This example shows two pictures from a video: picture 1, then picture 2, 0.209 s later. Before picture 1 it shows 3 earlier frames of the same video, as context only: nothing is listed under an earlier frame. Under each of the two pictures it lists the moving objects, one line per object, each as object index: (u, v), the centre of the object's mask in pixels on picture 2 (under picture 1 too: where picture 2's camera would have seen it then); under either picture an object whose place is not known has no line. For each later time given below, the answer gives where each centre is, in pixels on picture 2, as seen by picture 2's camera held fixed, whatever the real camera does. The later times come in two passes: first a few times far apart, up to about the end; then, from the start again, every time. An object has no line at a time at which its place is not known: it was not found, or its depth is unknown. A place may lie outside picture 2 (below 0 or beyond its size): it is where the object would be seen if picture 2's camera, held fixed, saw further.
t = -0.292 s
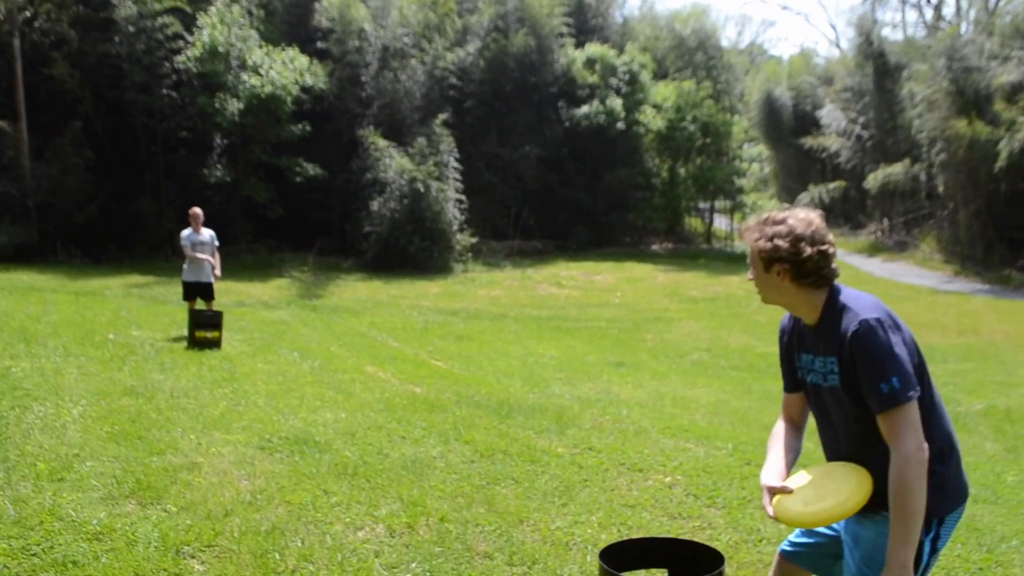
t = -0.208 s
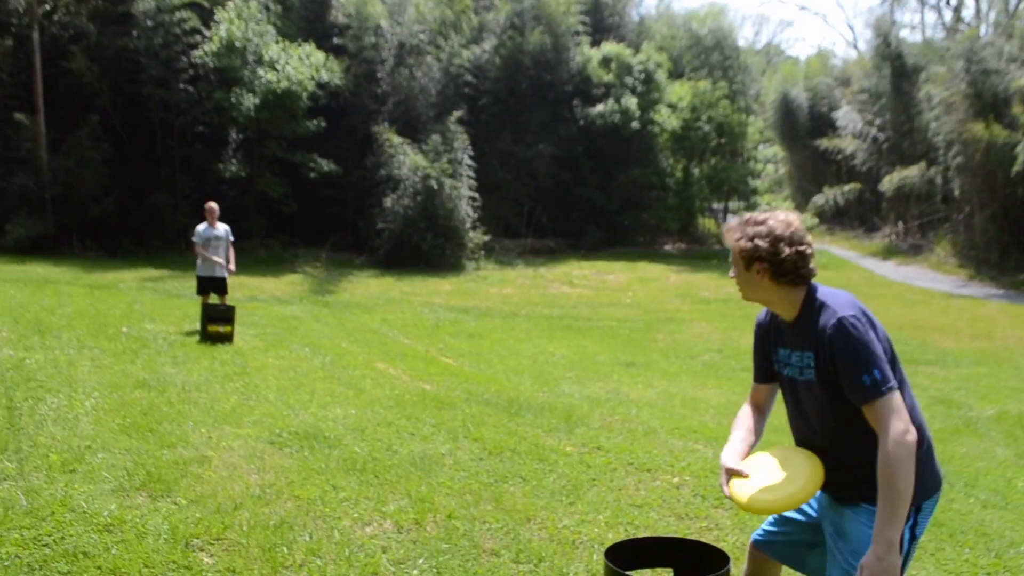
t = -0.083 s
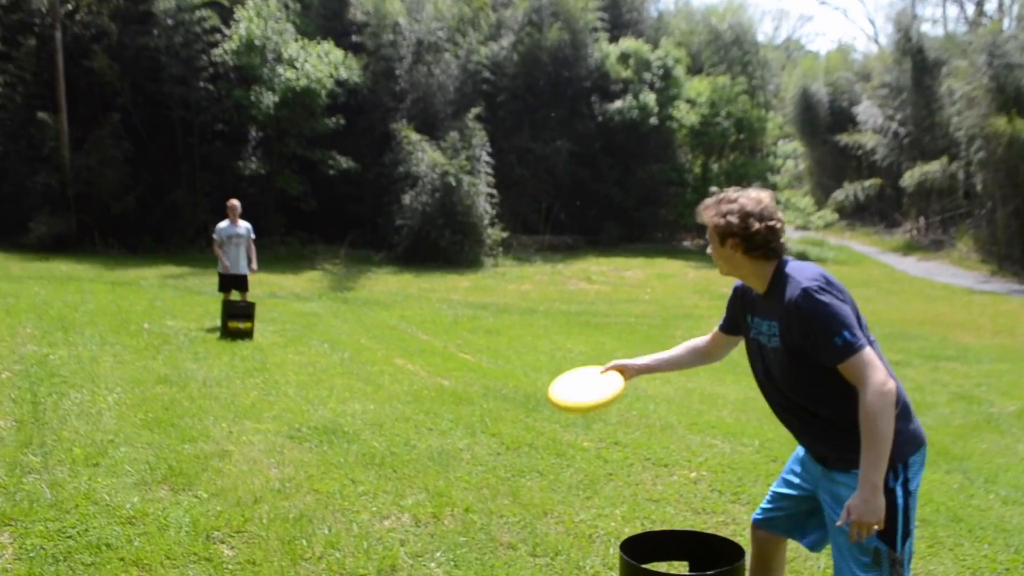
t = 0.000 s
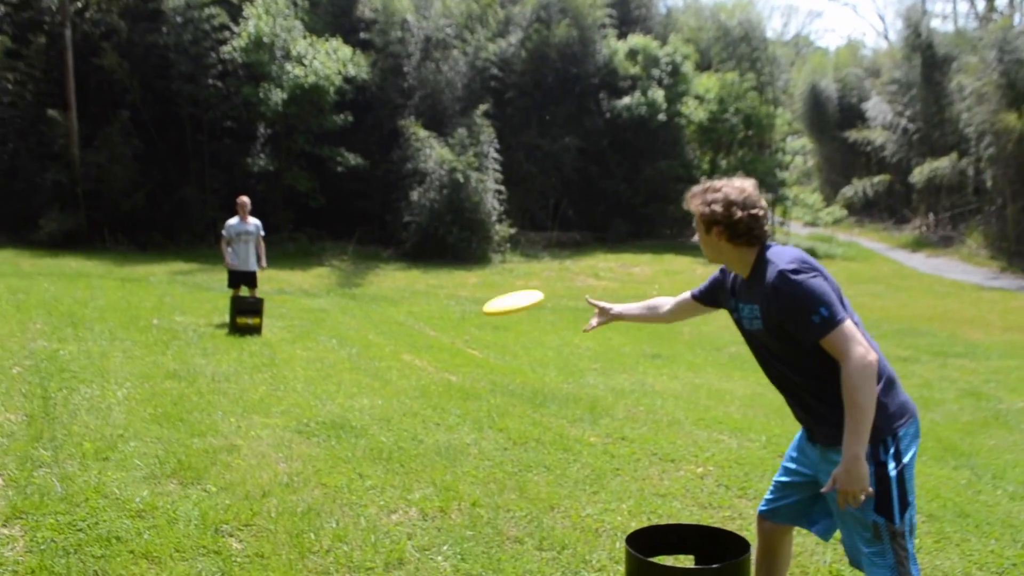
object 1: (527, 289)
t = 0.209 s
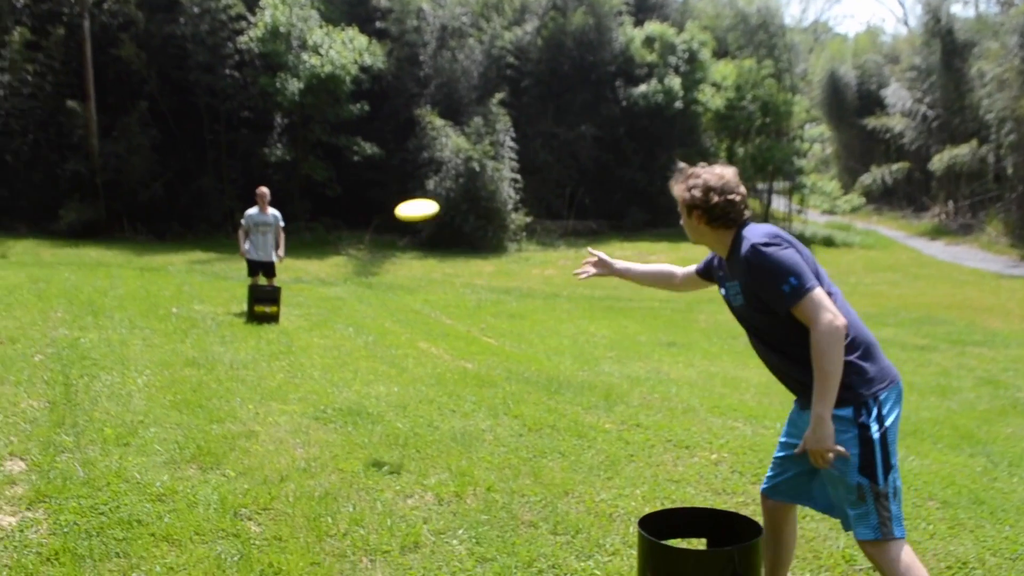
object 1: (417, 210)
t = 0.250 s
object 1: (403, 203)
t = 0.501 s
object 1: (340, 194)
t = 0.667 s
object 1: (310, 193)
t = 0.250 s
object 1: (403, 203)
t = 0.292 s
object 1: (389, 200)
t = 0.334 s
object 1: (377, 197)
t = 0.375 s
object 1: (367, 195)
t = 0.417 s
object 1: (357, 195)
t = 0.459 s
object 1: (347, 194)
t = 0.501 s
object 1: (340, 194)
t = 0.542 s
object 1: (332, 194)
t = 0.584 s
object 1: (324, 193)
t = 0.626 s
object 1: (317, 193)
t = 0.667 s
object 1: (310, 193)
